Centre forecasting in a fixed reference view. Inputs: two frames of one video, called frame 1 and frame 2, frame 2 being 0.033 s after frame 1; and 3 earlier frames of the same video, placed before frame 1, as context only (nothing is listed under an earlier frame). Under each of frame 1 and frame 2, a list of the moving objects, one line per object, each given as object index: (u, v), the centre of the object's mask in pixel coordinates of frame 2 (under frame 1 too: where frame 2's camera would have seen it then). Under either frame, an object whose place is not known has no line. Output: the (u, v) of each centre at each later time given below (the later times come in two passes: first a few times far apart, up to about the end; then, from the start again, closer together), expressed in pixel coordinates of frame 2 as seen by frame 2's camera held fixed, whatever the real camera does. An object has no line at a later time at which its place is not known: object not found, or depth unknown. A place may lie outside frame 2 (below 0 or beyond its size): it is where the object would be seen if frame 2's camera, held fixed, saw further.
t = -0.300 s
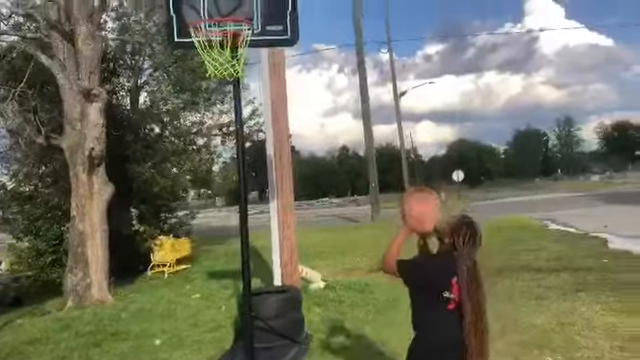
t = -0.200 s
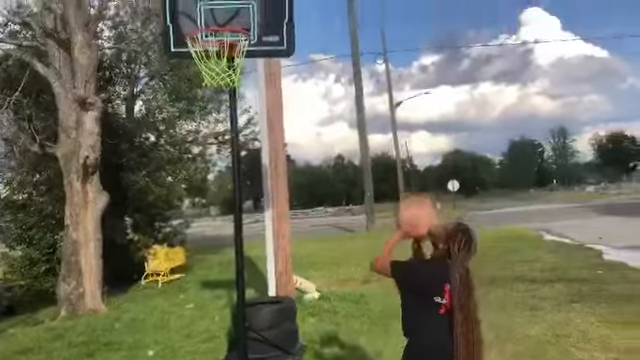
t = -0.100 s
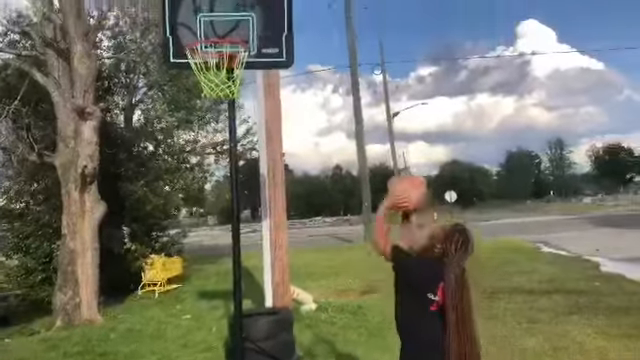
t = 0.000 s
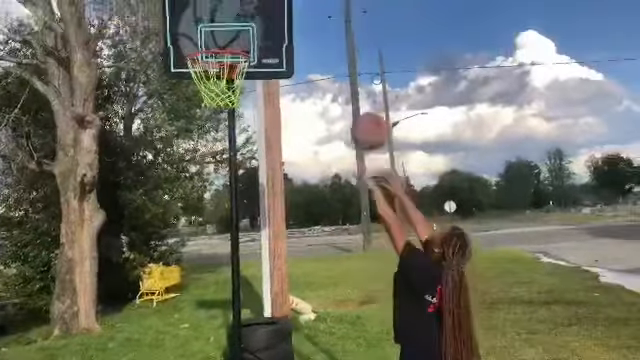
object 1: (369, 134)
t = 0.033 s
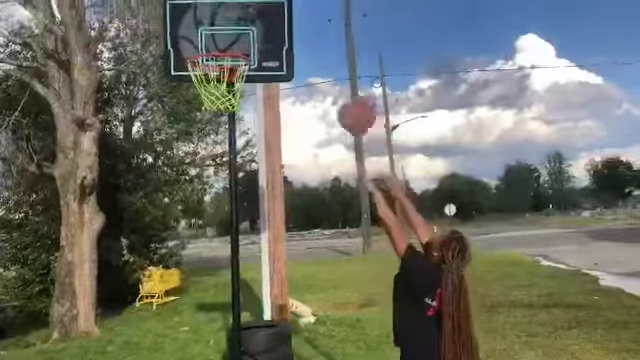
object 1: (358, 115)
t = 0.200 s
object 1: (303, 50)
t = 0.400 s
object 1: (250, 26)
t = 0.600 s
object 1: (204, 54)
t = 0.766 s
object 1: (227, 63)
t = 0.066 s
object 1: (344, 97)
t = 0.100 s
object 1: (334, 83)
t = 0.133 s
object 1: (322, 70)
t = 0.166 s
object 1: (311, 58)
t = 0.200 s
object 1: (303, 50)
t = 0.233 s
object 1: (295, 41)
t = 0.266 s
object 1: (283, 34)
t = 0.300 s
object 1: (272, 30)
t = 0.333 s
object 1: (265, 26)
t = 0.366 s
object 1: (255, 27)
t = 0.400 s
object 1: (250, 26)
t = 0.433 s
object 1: (238, 26)
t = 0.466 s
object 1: (234, 29)
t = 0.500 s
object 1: (231, 30)
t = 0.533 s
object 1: (217, 39)
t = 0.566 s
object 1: (211, 41)
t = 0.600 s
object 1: (204, 54)
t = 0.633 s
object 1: (204, 54)
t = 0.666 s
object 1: (204, 57)
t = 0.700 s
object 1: (202, 58)
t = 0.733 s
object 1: (218, 60)
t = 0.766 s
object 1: (227, 63)
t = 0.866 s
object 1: (218, 74)
